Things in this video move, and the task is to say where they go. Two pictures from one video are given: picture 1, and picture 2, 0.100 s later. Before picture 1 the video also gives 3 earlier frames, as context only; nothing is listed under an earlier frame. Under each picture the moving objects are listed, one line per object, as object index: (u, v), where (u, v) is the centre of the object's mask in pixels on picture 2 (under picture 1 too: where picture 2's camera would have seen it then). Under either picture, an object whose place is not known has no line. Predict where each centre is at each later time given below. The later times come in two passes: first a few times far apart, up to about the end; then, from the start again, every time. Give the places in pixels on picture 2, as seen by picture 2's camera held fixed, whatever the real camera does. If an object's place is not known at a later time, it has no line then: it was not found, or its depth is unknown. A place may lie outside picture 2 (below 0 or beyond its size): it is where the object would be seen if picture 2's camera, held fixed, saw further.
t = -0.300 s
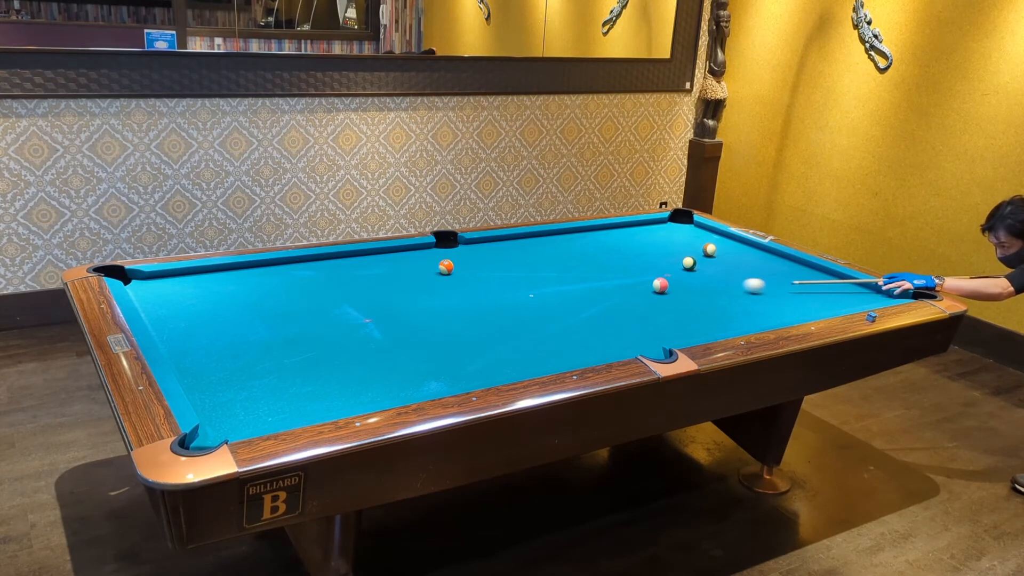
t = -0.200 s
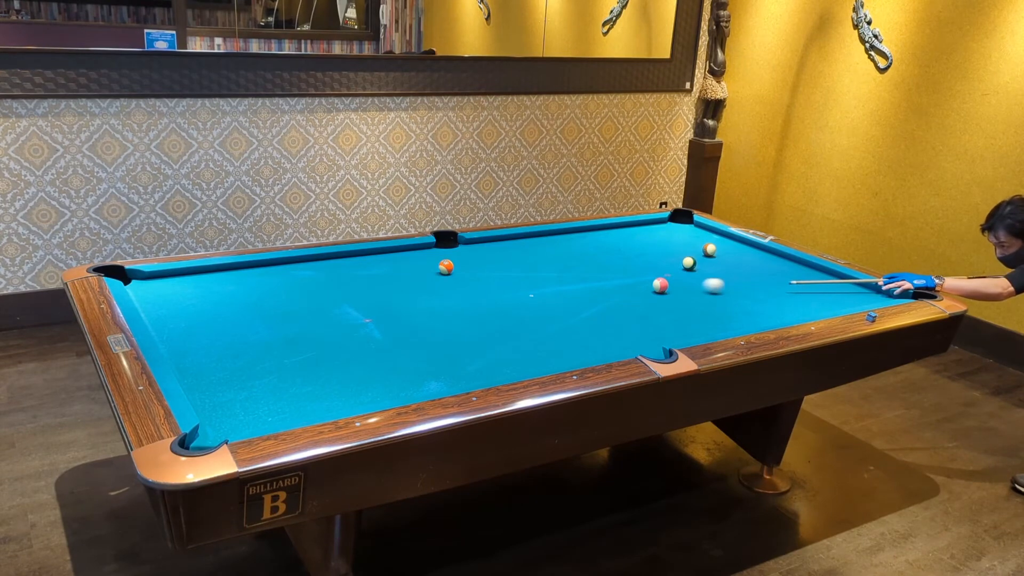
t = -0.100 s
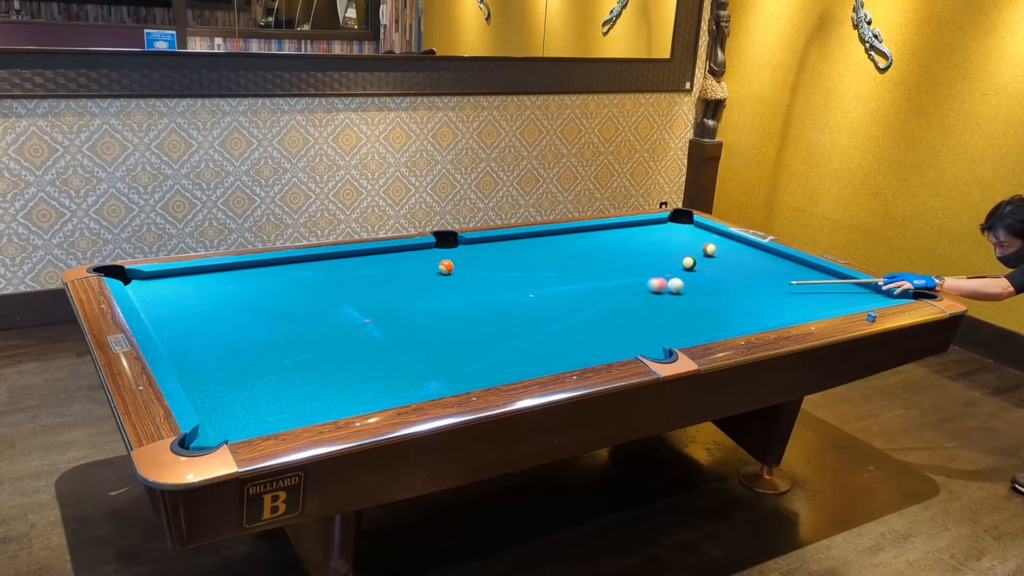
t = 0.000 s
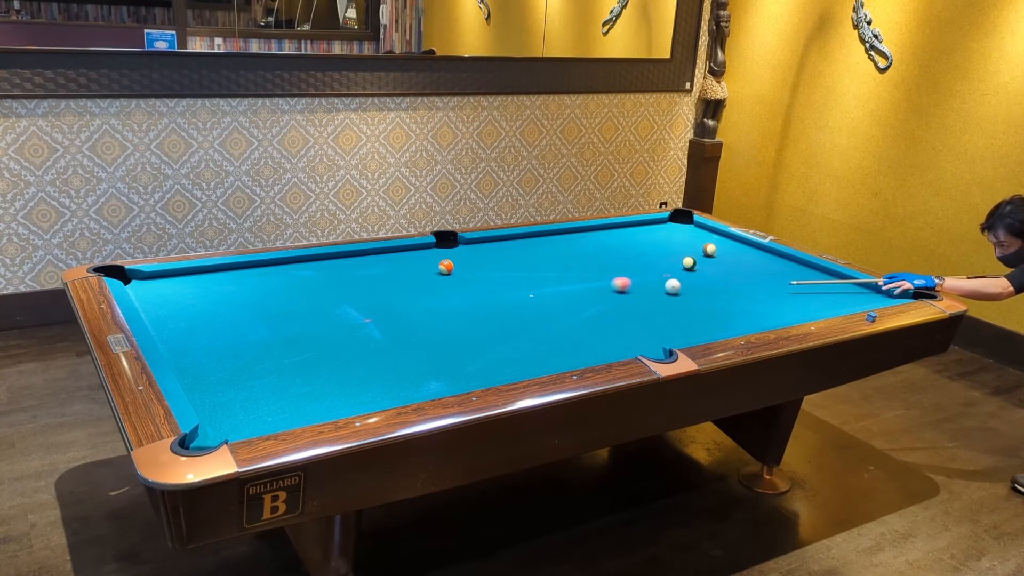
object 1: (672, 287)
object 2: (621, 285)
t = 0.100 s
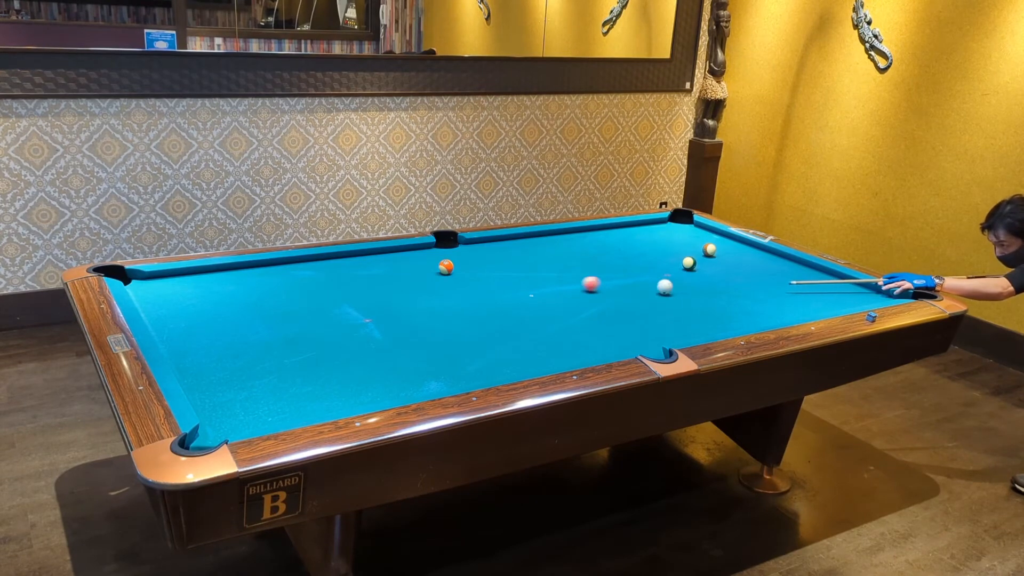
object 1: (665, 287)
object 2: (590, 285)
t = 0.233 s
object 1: (653, 288)
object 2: (555, 284)
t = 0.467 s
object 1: (633, 290)
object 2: (493, 283)
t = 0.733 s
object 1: (610, 291)
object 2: (423, 281)
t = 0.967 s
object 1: (592, 292)
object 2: (361, 280)
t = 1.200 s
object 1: (574, 293)
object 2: (299, 278)
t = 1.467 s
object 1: (554, 295)
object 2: (228, 277)
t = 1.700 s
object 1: (538, 296)
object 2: (167, 275)
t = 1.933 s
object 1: (523, 297)
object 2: (123, 279)
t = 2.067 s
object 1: (514, 297)
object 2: (126, 277)
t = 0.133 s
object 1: (662, 288)
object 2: (582, 284)
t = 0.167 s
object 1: (659, 288)
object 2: (573, 284)
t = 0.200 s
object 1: (656, 288)
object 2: (564, 284)
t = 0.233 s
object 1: (653, 288)
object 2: (555, 284)
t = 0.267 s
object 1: (650, 288)
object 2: (546, 284)
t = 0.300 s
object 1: (647, 289)
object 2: (538, 284)
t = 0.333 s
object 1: (644, 289)
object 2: (529, 283)
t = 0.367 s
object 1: (641, 289)
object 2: (520, 283)
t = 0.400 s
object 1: (638, 289)
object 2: (511, 283)
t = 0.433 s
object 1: (636, 290)
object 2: (502, 283)
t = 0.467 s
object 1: (633, 290)
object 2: (493, 283)
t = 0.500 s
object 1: (630, 290)
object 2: (485, 282)
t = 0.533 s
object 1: (627, 290)
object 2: (476, 282)
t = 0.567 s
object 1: (624, 290)
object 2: (467, 282)
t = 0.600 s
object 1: (621, 291)
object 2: (458, 282)
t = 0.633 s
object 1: (619, 291)
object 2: (449, 282)
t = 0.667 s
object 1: (616, 291)
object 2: (440, 281)
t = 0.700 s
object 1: (613, 291)
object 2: (432, 281)
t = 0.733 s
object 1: (610, 291)
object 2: (423, 281)
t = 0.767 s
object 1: (608, 291)
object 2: (414, 281)
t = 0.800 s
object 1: (605, 291)
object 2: (405, 281)
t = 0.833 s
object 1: (602, 292)
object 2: (396, 280)
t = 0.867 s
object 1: (599, 292)
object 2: (387, 280)
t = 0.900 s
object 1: (597, 292)
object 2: (378, 280)
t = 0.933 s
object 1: (594, 292)
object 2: (369, 280)
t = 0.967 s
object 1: (592, 292)
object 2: (361, 280)
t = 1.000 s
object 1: (589, 292)
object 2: (352, 279)
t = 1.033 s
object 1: (586, 293)
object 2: (343, 279)
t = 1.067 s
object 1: (584, 293)
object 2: (334, 279)
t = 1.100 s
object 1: (581, 293)
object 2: (325, 279)
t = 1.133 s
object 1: (579, 293)
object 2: (316, 279)
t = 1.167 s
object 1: (576, 293)
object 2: (308, 278)
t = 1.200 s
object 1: (574, 293)
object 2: (299, 278)
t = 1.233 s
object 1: (571, 294)
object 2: (290, 278)
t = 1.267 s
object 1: (569, 294)
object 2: (281, 278)
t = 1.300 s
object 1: (566, 294)
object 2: (272, 278)
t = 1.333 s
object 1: (564, 294)
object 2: (263, 278)
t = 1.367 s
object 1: (562, 294)
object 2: (255, 277)
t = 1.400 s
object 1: (559, 294)
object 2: (246, 277)
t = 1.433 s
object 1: (557, 295)
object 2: (237, 277)
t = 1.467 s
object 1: (554, 295)
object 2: (228, 277)
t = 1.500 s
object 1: (552, 295)
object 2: (219, 276)
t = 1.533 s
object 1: (550, 295)
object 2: (210, 276)
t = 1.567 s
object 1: (547, 295)
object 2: (202, 276)
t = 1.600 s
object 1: (545, 295)
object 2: (193, 276)
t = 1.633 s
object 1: (543, 295)
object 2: (184, 275)
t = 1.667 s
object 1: (540, 296)
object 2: (176, 275)
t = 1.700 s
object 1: (538, 296)
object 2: (167, 275)
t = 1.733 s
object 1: (536, 296)
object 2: (158, 275)
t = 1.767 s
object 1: (534, 296)
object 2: (150, 275)
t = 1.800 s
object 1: (531, 296)
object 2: (144, 276)
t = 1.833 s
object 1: (529, 296)
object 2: (137, 278)
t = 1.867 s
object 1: (527, 296)
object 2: (131, 279)
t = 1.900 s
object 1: (525, 296)
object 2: (126, 279)
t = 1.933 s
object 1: (523, 297)
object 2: (123, 279)
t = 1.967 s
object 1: (521, 297)
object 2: (125, 279)
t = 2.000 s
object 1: (518, 297)
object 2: (125, 278)
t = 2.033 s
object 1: (516, 297)
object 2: (126, 277)
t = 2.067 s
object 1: (514, 297)
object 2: (126, 277)
